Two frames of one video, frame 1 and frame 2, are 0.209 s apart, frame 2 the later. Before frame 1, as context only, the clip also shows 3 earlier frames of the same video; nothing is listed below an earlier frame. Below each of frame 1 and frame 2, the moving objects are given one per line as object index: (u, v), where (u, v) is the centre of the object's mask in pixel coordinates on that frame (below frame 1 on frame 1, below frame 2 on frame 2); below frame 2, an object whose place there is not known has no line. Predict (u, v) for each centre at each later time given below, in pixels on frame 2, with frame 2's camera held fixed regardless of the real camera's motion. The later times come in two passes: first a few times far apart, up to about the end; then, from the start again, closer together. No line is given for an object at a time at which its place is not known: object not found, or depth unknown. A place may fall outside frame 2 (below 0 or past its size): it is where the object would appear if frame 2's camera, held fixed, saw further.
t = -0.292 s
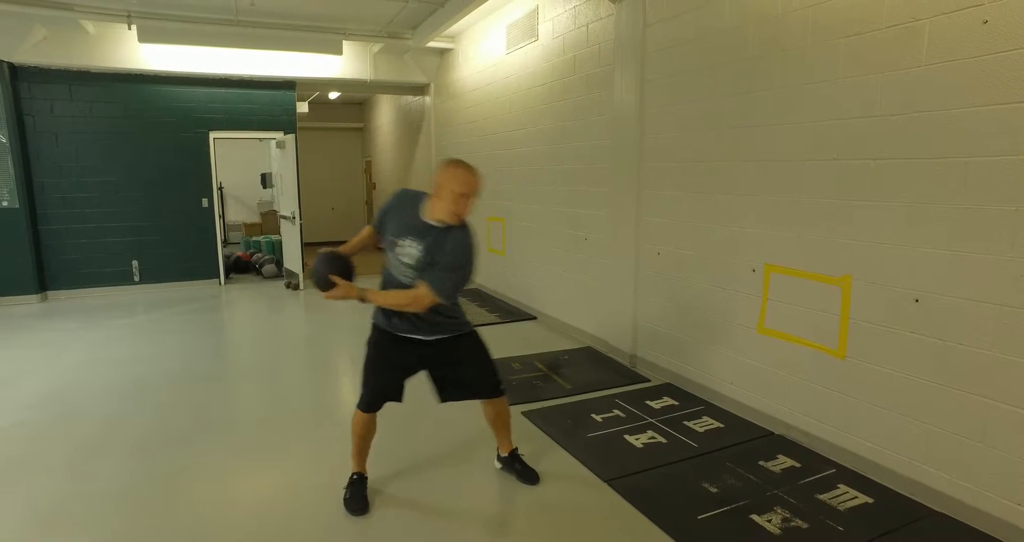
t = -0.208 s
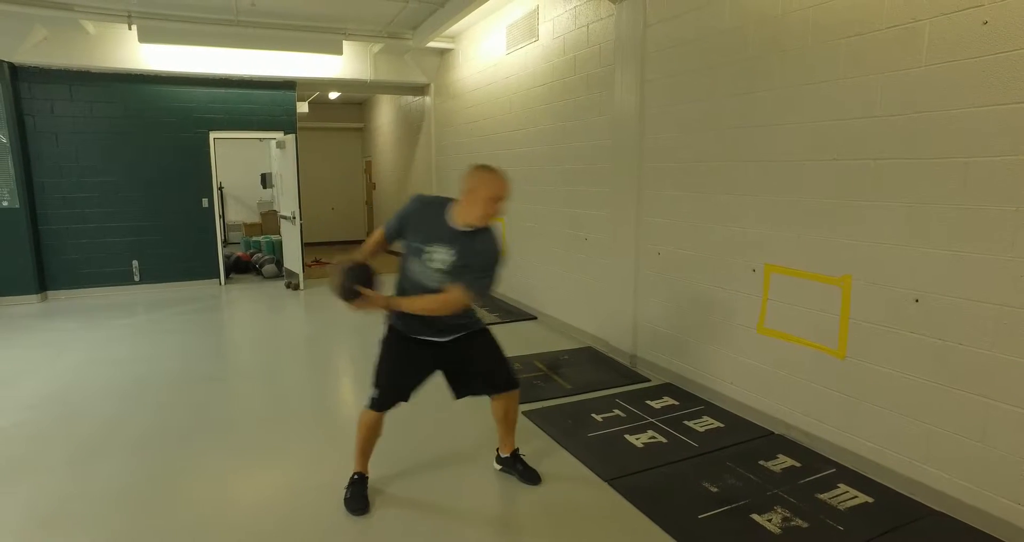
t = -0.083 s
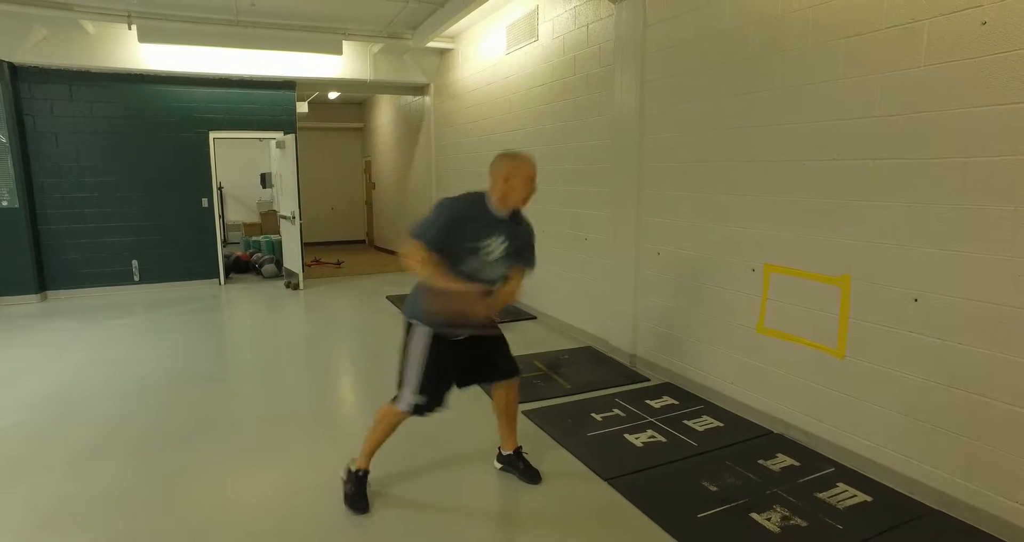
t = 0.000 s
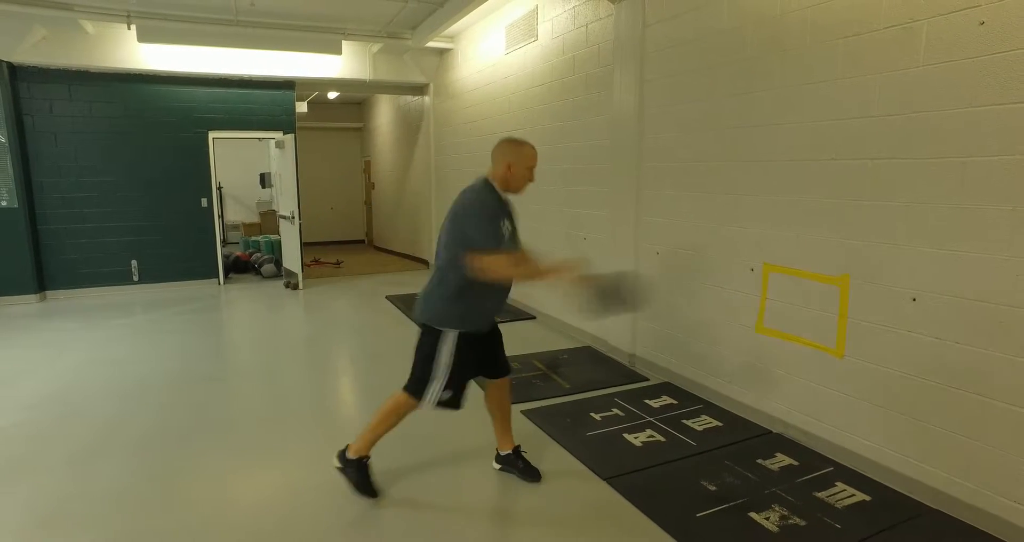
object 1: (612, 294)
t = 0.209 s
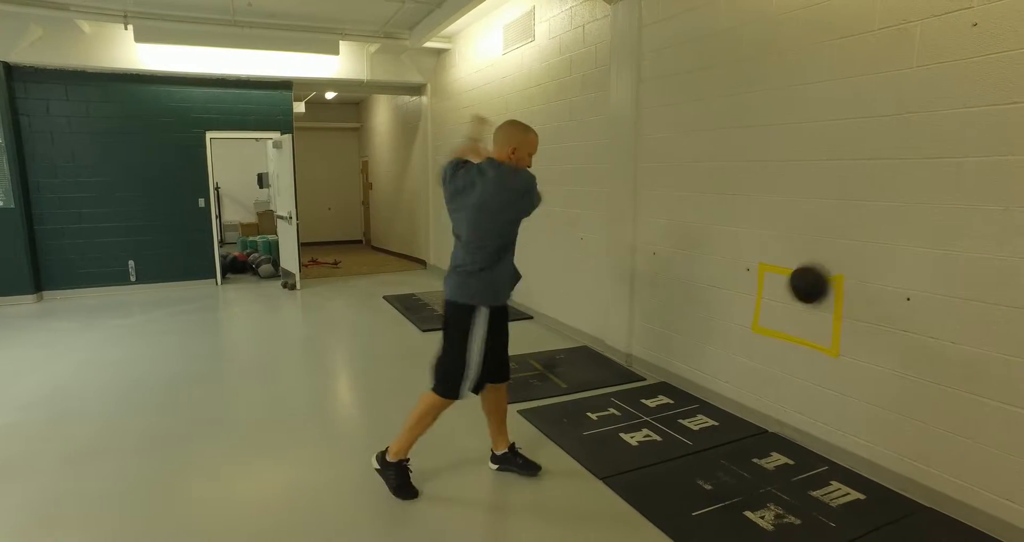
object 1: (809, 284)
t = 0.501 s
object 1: (757, 390)
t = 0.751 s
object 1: (727, 451)
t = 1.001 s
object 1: (723, 452)
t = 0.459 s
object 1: (765, 365)
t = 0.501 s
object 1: (757, 390)
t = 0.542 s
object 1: (750, 415)
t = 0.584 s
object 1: (739, 455)
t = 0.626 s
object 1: (735, 452)
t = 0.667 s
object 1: (734, 448)
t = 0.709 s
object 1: (731, 446)
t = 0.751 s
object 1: (727, 451)
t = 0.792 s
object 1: (725, 454)
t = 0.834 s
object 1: (724, 452)
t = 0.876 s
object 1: (724, 452)
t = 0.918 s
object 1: (724, 452)
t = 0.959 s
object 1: (724, 452)
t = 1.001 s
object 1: (723, 452)
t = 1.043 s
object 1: (724, 452)
